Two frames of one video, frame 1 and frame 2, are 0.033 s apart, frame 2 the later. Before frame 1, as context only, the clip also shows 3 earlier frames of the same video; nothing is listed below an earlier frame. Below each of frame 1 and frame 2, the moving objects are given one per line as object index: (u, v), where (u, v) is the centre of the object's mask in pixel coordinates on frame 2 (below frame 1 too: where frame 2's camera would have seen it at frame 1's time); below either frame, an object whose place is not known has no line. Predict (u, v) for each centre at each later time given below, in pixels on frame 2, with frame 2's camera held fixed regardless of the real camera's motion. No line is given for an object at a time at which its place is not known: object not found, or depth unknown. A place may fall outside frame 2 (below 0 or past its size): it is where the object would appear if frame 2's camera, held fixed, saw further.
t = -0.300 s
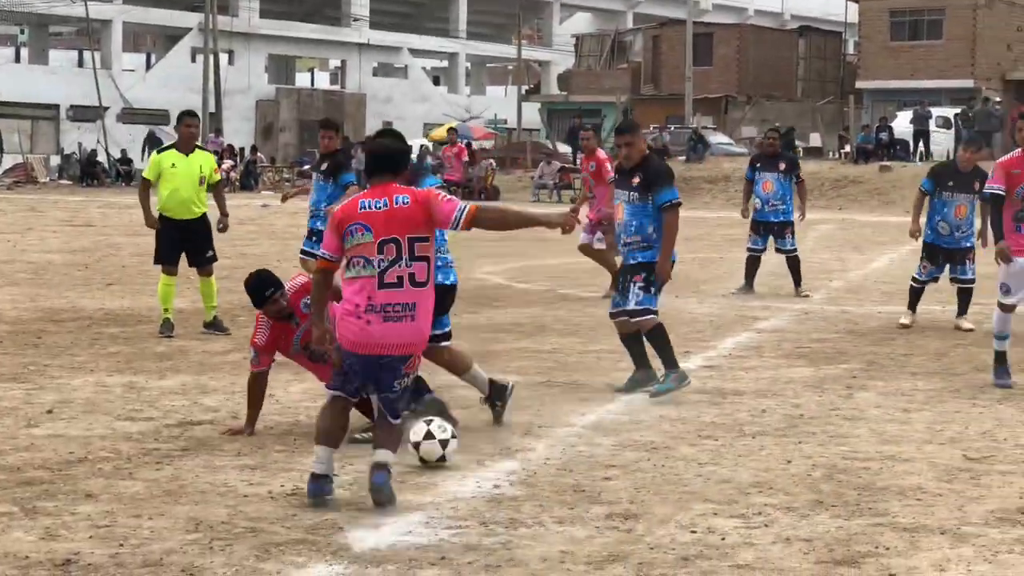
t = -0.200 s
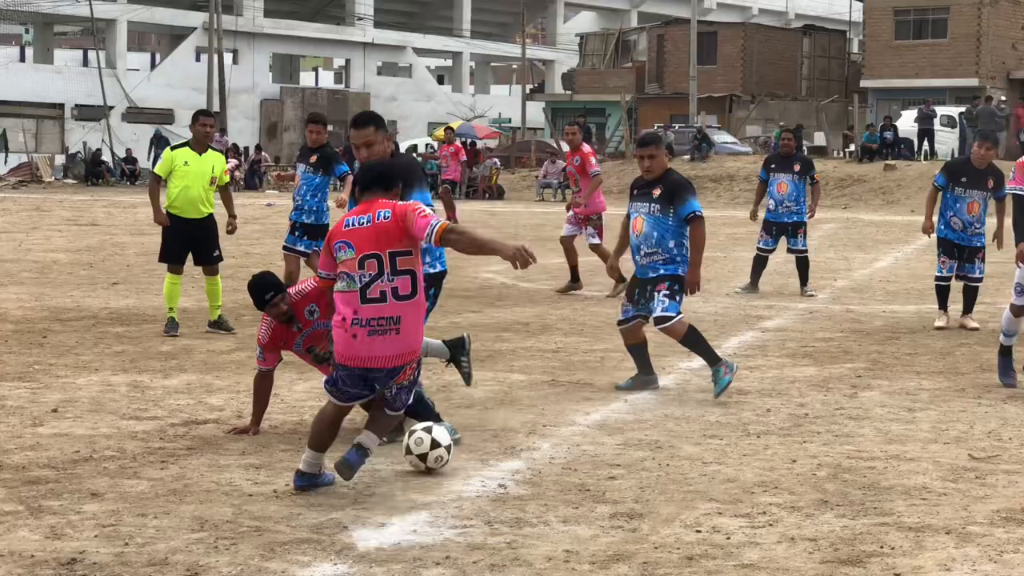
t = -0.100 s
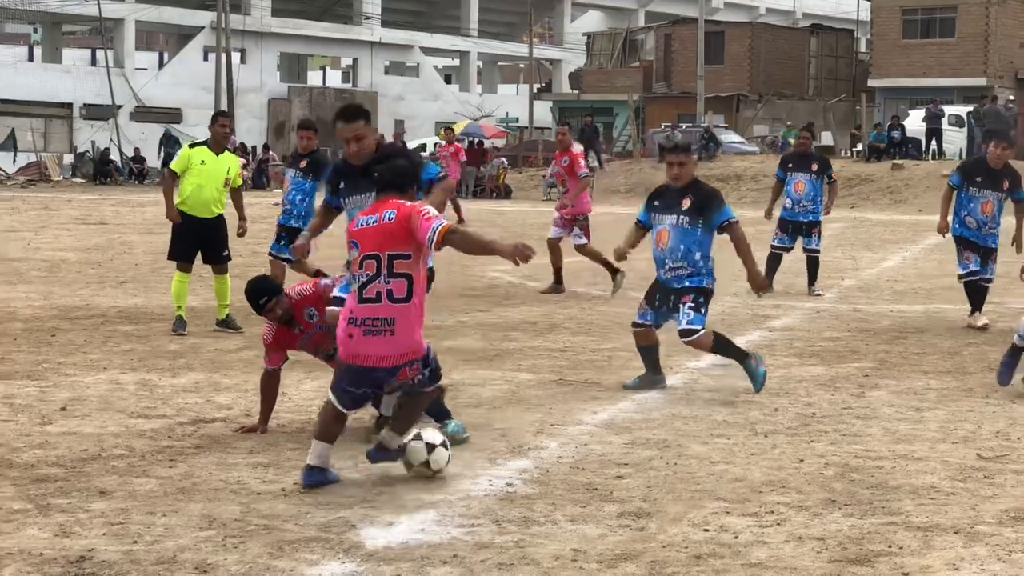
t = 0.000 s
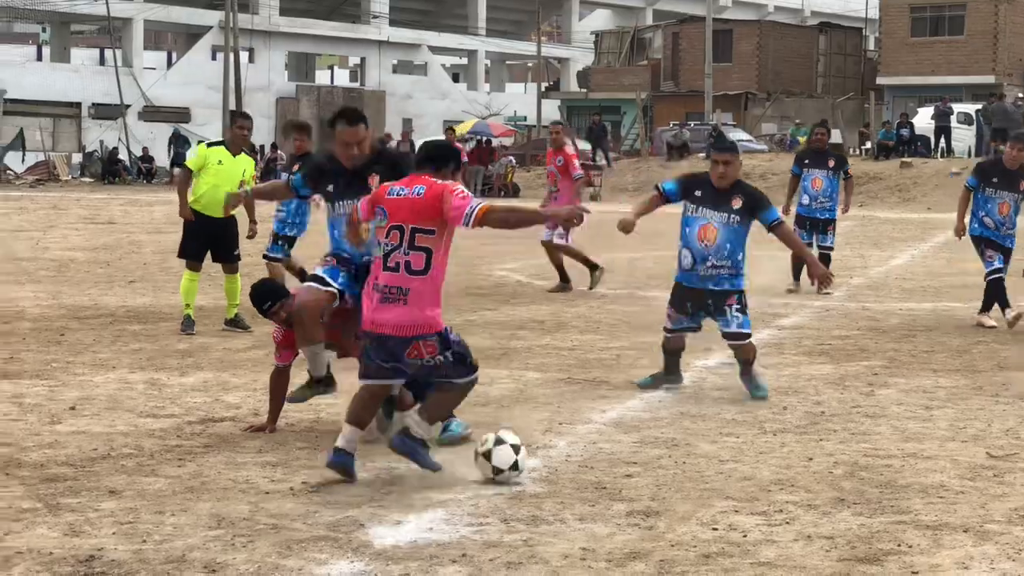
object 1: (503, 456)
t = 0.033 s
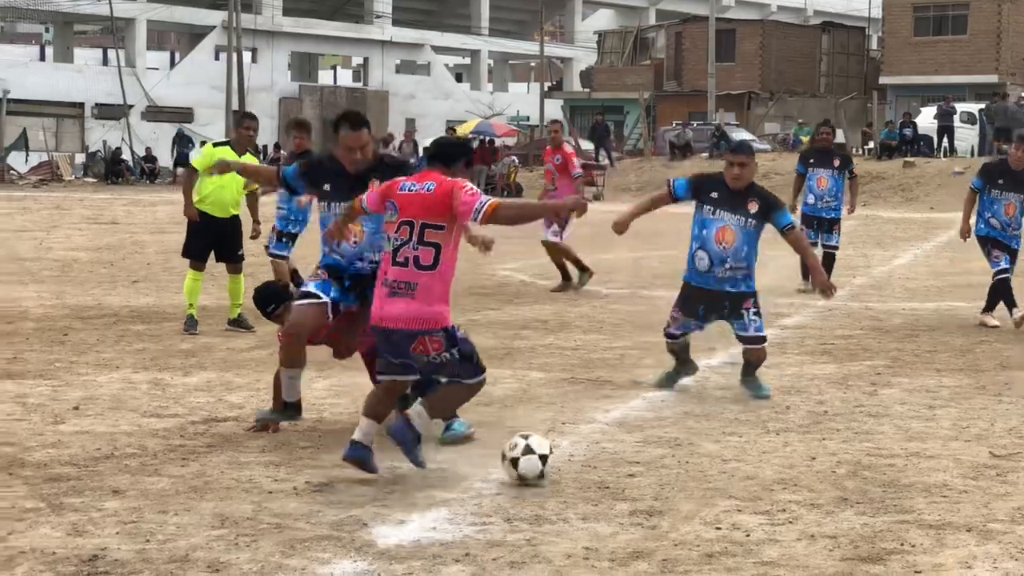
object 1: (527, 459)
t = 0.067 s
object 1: (550, 461)
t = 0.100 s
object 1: (573, 463)
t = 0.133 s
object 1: (596, 468)
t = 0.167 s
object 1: (616, 468)
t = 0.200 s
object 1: (635, 468)
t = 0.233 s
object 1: (654, 469)
